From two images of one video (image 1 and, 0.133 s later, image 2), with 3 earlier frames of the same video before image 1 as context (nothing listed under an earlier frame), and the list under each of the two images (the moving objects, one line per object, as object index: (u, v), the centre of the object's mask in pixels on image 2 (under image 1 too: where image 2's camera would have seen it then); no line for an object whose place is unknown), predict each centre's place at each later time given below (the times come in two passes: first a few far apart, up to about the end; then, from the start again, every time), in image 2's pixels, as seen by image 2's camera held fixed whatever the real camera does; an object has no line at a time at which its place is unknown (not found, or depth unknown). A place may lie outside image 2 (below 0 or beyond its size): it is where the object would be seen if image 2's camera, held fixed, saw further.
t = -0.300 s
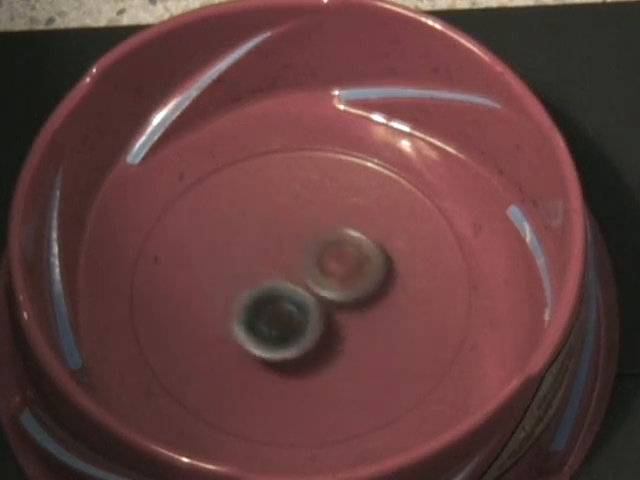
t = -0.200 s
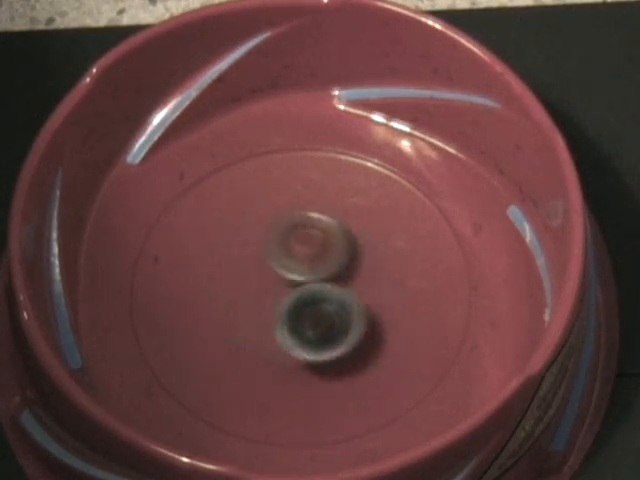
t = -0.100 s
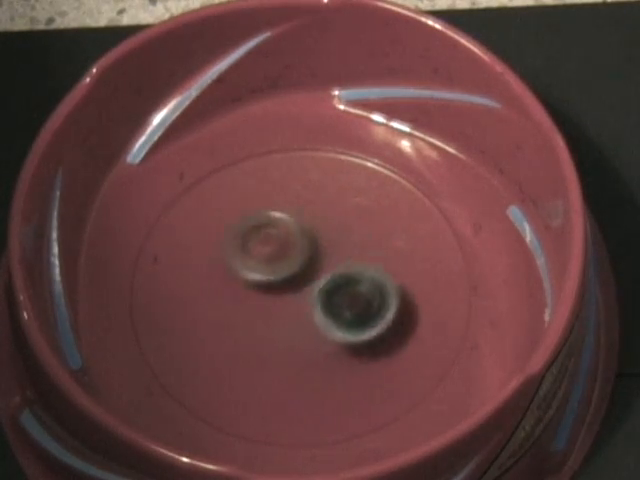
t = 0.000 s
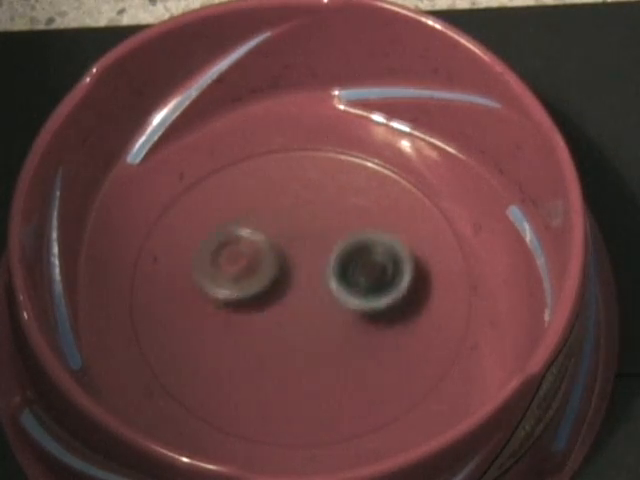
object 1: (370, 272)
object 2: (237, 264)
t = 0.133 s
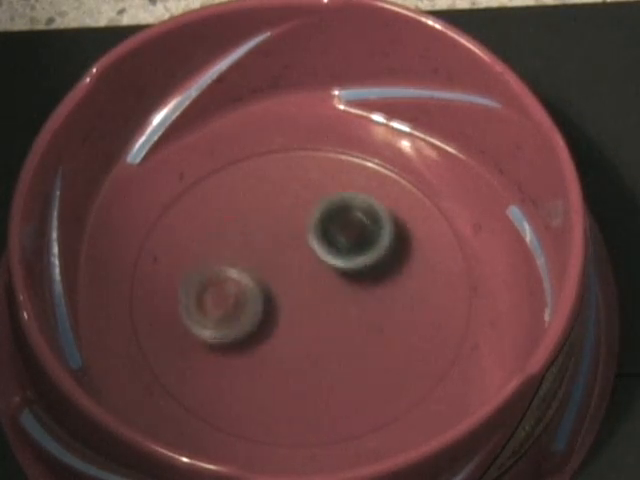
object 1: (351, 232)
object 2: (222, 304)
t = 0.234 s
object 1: (316, 222)
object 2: (241, 337)
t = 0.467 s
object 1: (248, 275)
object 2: (336, 332)
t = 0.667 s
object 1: (279, 338)
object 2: (357, 264)
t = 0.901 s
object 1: (358, 319)
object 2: (291, 221)
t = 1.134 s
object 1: (340, 243)
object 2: (235, 275)
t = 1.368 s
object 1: (250, 241)
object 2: (293, 337)
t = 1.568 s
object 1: (234, 300)
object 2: (366, 315)
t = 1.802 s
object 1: (316, 327)
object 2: (364, 246)
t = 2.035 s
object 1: (366, 263)
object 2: (280, 245)
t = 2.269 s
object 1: (308, 217)
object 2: (257, 319)
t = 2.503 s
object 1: (246, 274)
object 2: (329, 354)
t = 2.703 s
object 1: (282, 334)
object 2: (375, 309)
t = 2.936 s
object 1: (360, 318)
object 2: (319, 249)
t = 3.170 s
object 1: (344, 247)
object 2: (240, 280)
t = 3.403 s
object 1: (258, 242)
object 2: (261, 349)
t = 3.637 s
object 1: (237, 306)
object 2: (348, 329)
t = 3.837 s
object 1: (303, 330)
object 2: (350, 262)
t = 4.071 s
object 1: (360, 275)
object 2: (279, 234)
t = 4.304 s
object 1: (322, 220)
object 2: (237, 289)
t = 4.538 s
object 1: (254, 255)
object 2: (297, 336)
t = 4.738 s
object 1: (268, 317)
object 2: (361, 308)
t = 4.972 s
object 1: (343, 329)
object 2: (347, 245)
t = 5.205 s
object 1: (361, 272)
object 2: (274, 252)
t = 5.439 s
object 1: (294, 238)
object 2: (264, 319)
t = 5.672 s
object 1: (235, 279)
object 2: (334, 342)
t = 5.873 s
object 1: (272, 326)
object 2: (367, 296)
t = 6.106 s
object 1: (351, 293)
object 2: (310, 247)
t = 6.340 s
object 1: (336, 227)
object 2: (252, 281)
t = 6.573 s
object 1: (264, 238)
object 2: (270, 339)
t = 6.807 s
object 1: (264, 308)
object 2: (343, 328)
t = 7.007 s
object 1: (324, 334)
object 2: (353, 268)
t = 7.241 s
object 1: (365, 283)
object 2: (278, 239)
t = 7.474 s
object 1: (306, 240)
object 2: (235, 294)
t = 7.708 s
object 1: (238, 270)
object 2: (291, 343)
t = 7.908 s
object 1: (254, 320)
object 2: (355, 319)
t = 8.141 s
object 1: (331, 312)
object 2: (354, 250)
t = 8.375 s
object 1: (351, 247)
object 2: (278, 246)
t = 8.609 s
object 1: (290, 224)
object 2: (253, 301)
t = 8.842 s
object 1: (254, 284)
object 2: (310, 342)
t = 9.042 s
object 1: (296, 333)
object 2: (365, 308)
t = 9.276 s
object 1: (359, 311)
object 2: (330, 250)
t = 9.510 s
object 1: (336, 250)
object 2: (261, 265)
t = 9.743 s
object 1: (261, 245)
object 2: (259, 322)
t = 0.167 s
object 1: (340, 227)
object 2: (225, 316)
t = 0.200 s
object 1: (329, 223)
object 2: (231, 327)
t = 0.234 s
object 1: (316, 222)
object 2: (241, 337)
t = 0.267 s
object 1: (303, 224)
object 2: (254, 344)
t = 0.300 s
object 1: (290, 228)
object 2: (265, 347)
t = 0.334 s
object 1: (277, 234)
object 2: (281, 350)
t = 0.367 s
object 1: (266, 242)
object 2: (296, 349)
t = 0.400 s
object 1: (257, 252)
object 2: (311, 346)
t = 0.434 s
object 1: (251, 262)
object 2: (324, 340)
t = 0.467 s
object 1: (248, 275)
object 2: (336, 332)
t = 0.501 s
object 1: (247, 287)
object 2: (345, 323)
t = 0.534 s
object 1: (248, 299)
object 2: (352, 312)
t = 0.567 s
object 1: (252, 311)
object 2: (356, 300)
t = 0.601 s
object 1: (258, 321)
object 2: (360, 288)
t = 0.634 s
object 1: (268, 331)
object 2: (360, 275)
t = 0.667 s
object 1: (279, 338)
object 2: (357, 264)
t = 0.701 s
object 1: (291, 342)
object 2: (352, 253)
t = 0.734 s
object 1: (304, 345)
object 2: (345, 243)
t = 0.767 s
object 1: (318, 344)
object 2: (336, 235)
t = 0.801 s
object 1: (330, 341)
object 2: (326, 228)
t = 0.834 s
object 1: (341, 336)
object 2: (315, 224)
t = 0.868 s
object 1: (350, 330)
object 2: (304, 222)
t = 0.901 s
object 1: (358, 319)
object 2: (291, 221)
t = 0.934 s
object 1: (364, 309)
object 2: (279, 223)
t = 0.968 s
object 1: (366, 297)
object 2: (268, 227)
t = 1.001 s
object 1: (366, 285)
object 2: (256, 233)
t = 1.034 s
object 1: (363, 273)
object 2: (248, 242)
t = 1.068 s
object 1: (357, 262)
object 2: (241, 252)
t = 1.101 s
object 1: (350, 252)
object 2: (237, 264)
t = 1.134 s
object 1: (340, 243)
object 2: (235, 275)
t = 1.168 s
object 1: (328, 237)
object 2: (237, 287)
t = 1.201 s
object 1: (316, 232)
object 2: (242, 299)
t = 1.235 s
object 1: (301, 229)
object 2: (249, 310)
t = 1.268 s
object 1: (288, 228)
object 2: (257, 319)
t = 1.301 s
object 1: (275, 230)
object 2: (269, 327)
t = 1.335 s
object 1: (261, 234)
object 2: (280, 332)
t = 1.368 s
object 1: (250, 241)
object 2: (293, 337)
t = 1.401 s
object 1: (240, 248)
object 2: (308, 339)
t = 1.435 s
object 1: (233, 257)
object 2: (322, 338)
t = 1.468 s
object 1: (228, 267)
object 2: (334, 335)
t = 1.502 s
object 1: (227, 279)
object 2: (347, 330)
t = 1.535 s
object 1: (229, 290)
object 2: (358, 323)
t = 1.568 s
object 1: (234, 300)
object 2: (366, 315)
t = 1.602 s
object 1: (241, 310)
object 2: (373, 306)
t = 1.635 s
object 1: (250, 318)
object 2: (379, 296)
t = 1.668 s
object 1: (261, 324)
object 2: (380, 285)
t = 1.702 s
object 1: (275, 329)
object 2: (380, 274)
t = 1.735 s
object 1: (288, 331)
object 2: (377, 264)
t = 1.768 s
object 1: (304, 331)
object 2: (372, 255)
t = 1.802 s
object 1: (316, 327)
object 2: (364, 246)
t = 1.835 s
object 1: (330, 322)
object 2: (355, 239)
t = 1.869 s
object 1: (340, 315)
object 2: (344, 235)
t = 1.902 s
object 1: (351, 306)
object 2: (332, 231)
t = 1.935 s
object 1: (358, 296)
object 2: (318, 232)
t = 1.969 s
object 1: (363, 285)
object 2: (304, 233)
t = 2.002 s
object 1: (366, 274)
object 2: (291, 239)
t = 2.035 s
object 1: (366, 263)
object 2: (280, 245)
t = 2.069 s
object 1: (364, 250)
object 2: (270, 253)
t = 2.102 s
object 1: (359, 240)
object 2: (262, 263)
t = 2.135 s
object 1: (352, 231)
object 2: (256, 274)
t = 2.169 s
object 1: (343, 224)
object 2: (253, 285)
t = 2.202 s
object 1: (332, 219)
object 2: (252, 297)
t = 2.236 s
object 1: (320, 217)
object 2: (254, 308)
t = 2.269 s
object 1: (308, 217)
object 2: (257, 319)
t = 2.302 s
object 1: (294, 219)
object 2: (264, 329)
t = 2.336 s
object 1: (283, 224)
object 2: (273, 338)
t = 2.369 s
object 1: (270, 231)
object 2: (282, 346)
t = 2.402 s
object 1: (261, 239)
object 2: (292, 351)
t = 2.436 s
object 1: (254, 251)
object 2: (304, 355)
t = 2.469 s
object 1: (249, 262)
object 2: (316, 355)
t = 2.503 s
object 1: (246, 274)
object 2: (329, 354)
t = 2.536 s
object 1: (247, 286)
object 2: (341, 351)
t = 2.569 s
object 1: (249, 298)
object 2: (352, 346)
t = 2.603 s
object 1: (254, 309)
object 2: (360, 338)
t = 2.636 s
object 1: (262, 319)
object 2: (367, 329)
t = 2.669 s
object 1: (271, 328)
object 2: (372, 320)
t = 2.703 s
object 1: (282, 334)
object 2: (375, 309)
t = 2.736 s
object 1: (295, 339)
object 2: (374, 297)
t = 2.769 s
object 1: (307, 341)
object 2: (371, 285)
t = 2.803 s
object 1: (320, 341)
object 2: (365, 275)
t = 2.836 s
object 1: (333, 338)
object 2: (356, 265)
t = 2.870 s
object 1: (344, 334)
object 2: (346, 258)
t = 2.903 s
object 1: (354, 326)
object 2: (333, 252)
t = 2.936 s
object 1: (360, 318)
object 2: (319, 249)
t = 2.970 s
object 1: (366, 308)
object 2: (306, 248)
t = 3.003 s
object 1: (368, 297)
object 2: (294, 250)
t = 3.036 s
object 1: (368, 285)
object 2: (281, 252)
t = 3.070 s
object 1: (366, 275)
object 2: (267, 256)
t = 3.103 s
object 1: (362, 265)
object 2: (256, 263)
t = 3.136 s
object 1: (354, 255)
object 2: (247, 271)
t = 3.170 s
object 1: (344, 247)
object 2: (240, 280)
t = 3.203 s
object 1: (333, 241)
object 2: (235, 291)
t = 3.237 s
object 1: (321, 236)
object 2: (232, 301)
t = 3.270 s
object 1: (309, 234)
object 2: (232, 311)
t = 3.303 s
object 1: (295, 233)
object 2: (236, 323)
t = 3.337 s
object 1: (281, 234)
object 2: (242, 332)
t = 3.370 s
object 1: (269, 236)
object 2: (250, 342)
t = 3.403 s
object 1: (258, 242)
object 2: (261, 349)
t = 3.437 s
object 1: (248, 249)
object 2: (274, 353)
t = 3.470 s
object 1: (239, 257)
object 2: (288, 356)
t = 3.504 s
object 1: (233, 266)
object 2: (301, 355)
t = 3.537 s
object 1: (230, 276)
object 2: (315, 351)
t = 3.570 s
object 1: (230, 286)
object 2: (327, 346)
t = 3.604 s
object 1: (232, 297)
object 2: (338, 338)
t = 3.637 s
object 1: (237, 306)
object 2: (348, 329)
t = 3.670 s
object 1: (244, 315)
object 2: (354, 318)
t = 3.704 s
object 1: (253, 322)
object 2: (358, 307)
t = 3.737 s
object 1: (265, 327)
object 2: (358, 295)
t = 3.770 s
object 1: (276, 331)
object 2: (358, 283)
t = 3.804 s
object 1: (290, 331)
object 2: (355, 273)
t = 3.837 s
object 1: (303, 330)
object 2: (350, 262)
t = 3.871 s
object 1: (316, 327)
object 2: (341, 253)
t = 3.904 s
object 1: (327, 321)
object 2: (333, 244)
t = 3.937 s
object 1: (337, 314)
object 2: (322, 238)
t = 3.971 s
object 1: (346, 305)
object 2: (312, 235)
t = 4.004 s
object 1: (353, 296)
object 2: (300, 233)
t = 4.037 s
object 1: (358, 286)
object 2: (291, 232)
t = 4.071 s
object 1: (360, 275)
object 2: (279, 234)
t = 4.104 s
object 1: (361, 264)
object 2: (266, 238)
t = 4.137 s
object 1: (359, 254)
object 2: (256, 244)
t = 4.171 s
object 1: (356, 244)
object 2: (248, 251)
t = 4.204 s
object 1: (349, 236)
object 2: (242, 258)
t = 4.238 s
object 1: (341, 229)
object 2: (239, 268)
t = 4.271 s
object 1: (333, 224)
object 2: (237, 279)
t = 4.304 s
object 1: (322, 220)
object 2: (237, 289)
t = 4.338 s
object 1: (311, 218)
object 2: (241, 300)
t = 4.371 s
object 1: (299, 219)
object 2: (247, 309)
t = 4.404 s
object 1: (288, 223)
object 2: (255, 318)
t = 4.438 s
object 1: (277, 227)
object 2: (263, 325)
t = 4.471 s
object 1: (267, 235)
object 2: (275, 331)
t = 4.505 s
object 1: (260, 244)
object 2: (286, 335)
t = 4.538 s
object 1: (254, 255)
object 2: (297, 336)
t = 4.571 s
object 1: (251, 265)
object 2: (312, 336)
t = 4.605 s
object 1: (250, 276)
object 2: (322, 333)
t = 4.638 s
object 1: (251, 287)
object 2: (333, 328)
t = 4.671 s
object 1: (254, 298)
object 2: (344, 323)
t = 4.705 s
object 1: (260, 308)
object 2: (354, 315)
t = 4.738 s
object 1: (268, 317)
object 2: (361, 308)
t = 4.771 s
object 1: (276, 325)
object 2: (365, 298)
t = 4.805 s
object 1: (286, 331)
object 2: (368, 289)
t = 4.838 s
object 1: (298, 335)
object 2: (368, 278)
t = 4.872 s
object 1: (310, 337)
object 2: (366, 268)
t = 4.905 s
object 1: (322, 336)
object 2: (361, 259)
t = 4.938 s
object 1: (333, 333)
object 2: (356, 252)
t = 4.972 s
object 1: (343, 329)
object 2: (347, 245)
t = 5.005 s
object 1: (352, 323)
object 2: (337, 239)
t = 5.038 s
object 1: (358, 316)
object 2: (328, 237)
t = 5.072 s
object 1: (361, 310)
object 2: (317, 236)
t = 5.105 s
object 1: (364, 301)
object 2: (305, 237)
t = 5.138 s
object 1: (366, 291)
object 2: (294, 240)
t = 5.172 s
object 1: (364, 281)
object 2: (283, 245)
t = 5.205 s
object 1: (361, 272)
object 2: (274, 252)
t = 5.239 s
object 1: (356, 263)
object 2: (267, 261)
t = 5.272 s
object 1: (349, 255)
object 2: (261, 271)
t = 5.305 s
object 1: (339, 248)
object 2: (257, 280)
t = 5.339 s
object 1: (329, 244)
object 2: (255, 289)
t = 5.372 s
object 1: (317, 240)
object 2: (256, 298)
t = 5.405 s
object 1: (306, 238)
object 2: (260, 310)
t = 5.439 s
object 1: (294, 238)
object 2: (264, 319)
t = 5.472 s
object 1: (282, 239)
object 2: (273, 328)
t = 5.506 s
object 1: (271, 242)
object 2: (282, 335)
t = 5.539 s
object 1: (261, 247)
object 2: (289, 340)
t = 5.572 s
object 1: (251, 254)
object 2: (300, 343)
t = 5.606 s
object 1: (244, 262)
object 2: (312, 345)
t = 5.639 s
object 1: (238, 270)
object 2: (322, 344)
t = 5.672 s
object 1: (235, 279)
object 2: (334, 342)
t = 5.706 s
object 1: (235, 288)
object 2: (344, 338)
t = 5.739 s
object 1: (237, 297)
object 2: (353, 331)
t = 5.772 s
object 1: (242, 307)
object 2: (361, 323)
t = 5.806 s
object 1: (250, 315)
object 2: (365, 315)
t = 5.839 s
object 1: (260, 321)
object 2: (366, 304)
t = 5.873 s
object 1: (272, 326)
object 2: (367, 296)
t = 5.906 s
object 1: (285, 328)
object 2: (365, 287)
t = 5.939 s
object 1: (298, 329)
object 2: (362, 278)
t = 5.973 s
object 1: (311, 325)
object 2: (357, 268)
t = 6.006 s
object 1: (325, 319)
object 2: (348, 258)
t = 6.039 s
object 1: (335, 311)
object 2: (337, 250)
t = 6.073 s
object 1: (344, 302)
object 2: (324, 247)
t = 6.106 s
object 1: (351, 293)
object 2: (310, 247)
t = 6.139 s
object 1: (354, 282)
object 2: (298, 250)
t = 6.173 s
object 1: (357, 271)
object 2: (288, 253)
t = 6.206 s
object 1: (357, 261)
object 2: (280, 256)
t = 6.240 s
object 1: (354, 251)
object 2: (271, 260)
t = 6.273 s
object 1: (349, 242)
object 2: (265, 265)
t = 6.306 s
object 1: (343, 234)
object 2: (258, 273)
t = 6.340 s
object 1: (336, 227)
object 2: (252, 281)
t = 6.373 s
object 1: (326, 222)
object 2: (248, 289)
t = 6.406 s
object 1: (316, 220)
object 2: (246, 297)
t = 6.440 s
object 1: (306, 218)
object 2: (247, 307)
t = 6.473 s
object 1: (294, 220)
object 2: (250, 317)
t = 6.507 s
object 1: (283, 224)
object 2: (255, 325)
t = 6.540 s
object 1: (273, 229)
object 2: (261, 331)
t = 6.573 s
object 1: (264, 238)
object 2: (270, 339)
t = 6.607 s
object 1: (259, 246)
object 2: (278, 343)
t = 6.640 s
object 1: (254, 257)
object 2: (288, 345)
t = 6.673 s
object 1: (252, 267)
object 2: (300, 346)
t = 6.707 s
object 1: (251, 278)
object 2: (312, 344)
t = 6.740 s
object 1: (254, 289)
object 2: (323, 341)
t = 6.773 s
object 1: (258, 299)
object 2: (333, 334)
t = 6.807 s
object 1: (264, 308)
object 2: (343, 328)
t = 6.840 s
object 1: (272, 317)
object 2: (351, 319)
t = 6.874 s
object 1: (280, 324)
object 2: (356, 309)
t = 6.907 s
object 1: (291, 329)
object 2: (359, 298)
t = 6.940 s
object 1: (302, 333)
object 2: (358, 287)
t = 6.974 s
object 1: (312, 334)
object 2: (356, 277)
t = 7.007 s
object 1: (324, 334)
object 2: (353, 268)
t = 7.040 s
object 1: (335, 330)
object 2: (345, 258)
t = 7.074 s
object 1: (344, 327)
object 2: (336, 250)
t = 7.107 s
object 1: (353, 320)
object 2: (326, 245)
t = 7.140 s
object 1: (359, 312)
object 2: (316, 241)
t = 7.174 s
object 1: (364, 303)
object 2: (302, 237)
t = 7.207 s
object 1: (365, 293)
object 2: (290, 236)
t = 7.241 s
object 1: (365, 283)
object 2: (278, 239)
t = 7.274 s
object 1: (362, 274)
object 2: (265, 242)
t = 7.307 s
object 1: (357, 264)
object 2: (255, 249)
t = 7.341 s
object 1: (350, 257)
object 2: (246, 257)
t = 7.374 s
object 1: (341, 250)
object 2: (240, 265)
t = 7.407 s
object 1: (329, 245)
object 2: (236, 275)
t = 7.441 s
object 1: (318, 242)
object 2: (234, 285)
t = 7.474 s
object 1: (306, 240)
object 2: (235, 294)
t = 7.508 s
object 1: (295, 239)
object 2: (238, 304)
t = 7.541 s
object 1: (282, 240)
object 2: (245, 315)
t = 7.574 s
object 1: (271, 243)
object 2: (251, 324)
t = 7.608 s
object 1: (261, 248)
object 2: (261, 331)
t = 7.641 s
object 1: (251, 255)
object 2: (269, 336)
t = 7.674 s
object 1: (243, 262)
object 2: (280, 341)
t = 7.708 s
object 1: (238, 270)
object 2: (291, 343)
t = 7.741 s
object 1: (235, 279)
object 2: (304, 343)
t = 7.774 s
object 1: (234, 288)
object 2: (316, 342)
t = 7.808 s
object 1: (236, 297)
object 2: (327, 338)
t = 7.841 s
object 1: (241, 306)
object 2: (339, 333)
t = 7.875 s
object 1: (247, 314)
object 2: (348, 327)
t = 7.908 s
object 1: (254, 320)
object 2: (355, 319)
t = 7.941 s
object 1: (266, 324)
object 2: (360, 310)
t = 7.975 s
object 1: (276, 327)
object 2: (365, 301)
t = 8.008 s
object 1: (288, 328)
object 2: (367, 291)
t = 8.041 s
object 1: (300, 327)
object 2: (367, 281)
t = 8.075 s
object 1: (311, 324)
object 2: (365, 271)
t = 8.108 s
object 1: (322, 319)
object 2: (361, 260)
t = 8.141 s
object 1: (331, 312)
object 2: (354, 250)
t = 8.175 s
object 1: (341, 304)
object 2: (344, 243)
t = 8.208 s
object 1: (347, 295)
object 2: (332, 237)
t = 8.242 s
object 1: (352, 285)
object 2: (321, 234)
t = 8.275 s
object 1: (355, 275)
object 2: (308, 235)
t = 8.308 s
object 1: (356, 265)
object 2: (296, 238)
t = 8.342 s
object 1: (355, 256)
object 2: (287, 241)
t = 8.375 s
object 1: (351, 247)
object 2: (278, 246)
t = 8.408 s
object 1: (346, 239)
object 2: (272, 250)
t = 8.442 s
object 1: (340, 232)
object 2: (264, 256)
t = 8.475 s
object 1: (331, 226)
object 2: (258, 264)
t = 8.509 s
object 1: (322, 222)
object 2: (254, 272)
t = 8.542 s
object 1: (311, 221)
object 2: (252, 281)
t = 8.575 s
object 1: (301, 221)
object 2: (251, 290)
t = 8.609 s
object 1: (290, 224)
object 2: (253, 301)
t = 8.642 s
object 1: (280, 228)
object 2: (256, 310)
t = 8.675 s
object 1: (271, 235)
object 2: (262, 320)
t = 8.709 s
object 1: (264, 244)
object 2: (269, 326)
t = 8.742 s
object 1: (259, 253)
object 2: (277, 332)
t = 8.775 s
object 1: (255, 263)
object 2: (287, 338)
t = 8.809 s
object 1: (254, 274)
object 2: (298, 341)
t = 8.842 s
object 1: (254, 284)
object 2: (310, 342)
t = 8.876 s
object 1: (257, 295)
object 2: (322, 341)
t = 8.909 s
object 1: (262, 305)
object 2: (333, 338)
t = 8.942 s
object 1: (268, 313)
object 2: (344, 333)
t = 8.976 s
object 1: (276, 321)
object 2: (353, 325)
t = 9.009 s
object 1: (284, 328)
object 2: (359, 318)
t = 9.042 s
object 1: (296, 333)
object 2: (365, 308)
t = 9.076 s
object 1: (306, 335)
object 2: (366, 297)
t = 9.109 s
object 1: (317, 335)
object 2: (367, 287)
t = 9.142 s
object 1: (327, 333)
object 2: (363, 277)
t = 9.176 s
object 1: (338, 330)
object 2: (357, 268)
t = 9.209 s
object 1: (347, 326)
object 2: (351, 261)
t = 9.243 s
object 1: (353, 319)
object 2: (341, 255)
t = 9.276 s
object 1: (359, 311)
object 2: (330, 250)
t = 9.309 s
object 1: (362, 302)
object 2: (319, 248)
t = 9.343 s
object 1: (363, 292)
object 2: (308, 248)
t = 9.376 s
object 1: (361, 281)
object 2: (297, 248)
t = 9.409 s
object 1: (357, 273)
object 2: (286, 251)
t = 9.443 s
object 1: (352, 264)
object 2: (276, 254)
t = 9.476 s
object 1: (345, 257)
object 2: (268, 259)
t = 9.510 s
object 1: (336, 250)
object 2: (261, 265)
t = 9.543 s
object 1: (326, 246)
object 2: (255, 273)
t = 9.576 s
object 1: (315, 242)
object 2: (252, 282)
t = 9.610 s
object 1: (304, 240)
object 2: (249, 291)
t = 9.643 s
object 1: (292, 239)
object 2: (248, 298)
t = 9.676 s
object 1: (281, 239)
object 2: (250, 306)
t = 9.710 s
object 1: (270, 242)
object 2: (252, 313)
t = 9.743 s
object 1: (261, 245)
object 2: (259, 322)
